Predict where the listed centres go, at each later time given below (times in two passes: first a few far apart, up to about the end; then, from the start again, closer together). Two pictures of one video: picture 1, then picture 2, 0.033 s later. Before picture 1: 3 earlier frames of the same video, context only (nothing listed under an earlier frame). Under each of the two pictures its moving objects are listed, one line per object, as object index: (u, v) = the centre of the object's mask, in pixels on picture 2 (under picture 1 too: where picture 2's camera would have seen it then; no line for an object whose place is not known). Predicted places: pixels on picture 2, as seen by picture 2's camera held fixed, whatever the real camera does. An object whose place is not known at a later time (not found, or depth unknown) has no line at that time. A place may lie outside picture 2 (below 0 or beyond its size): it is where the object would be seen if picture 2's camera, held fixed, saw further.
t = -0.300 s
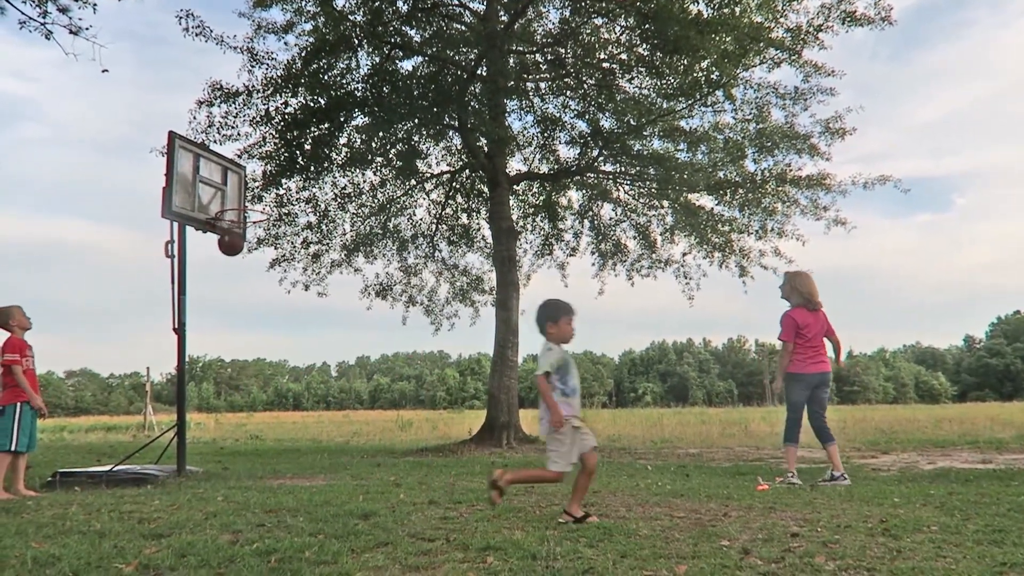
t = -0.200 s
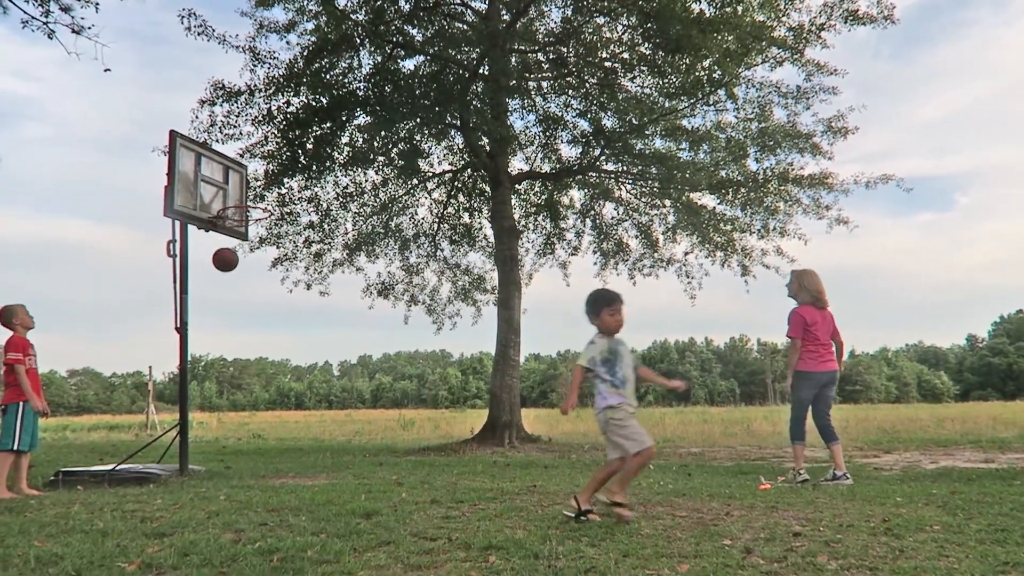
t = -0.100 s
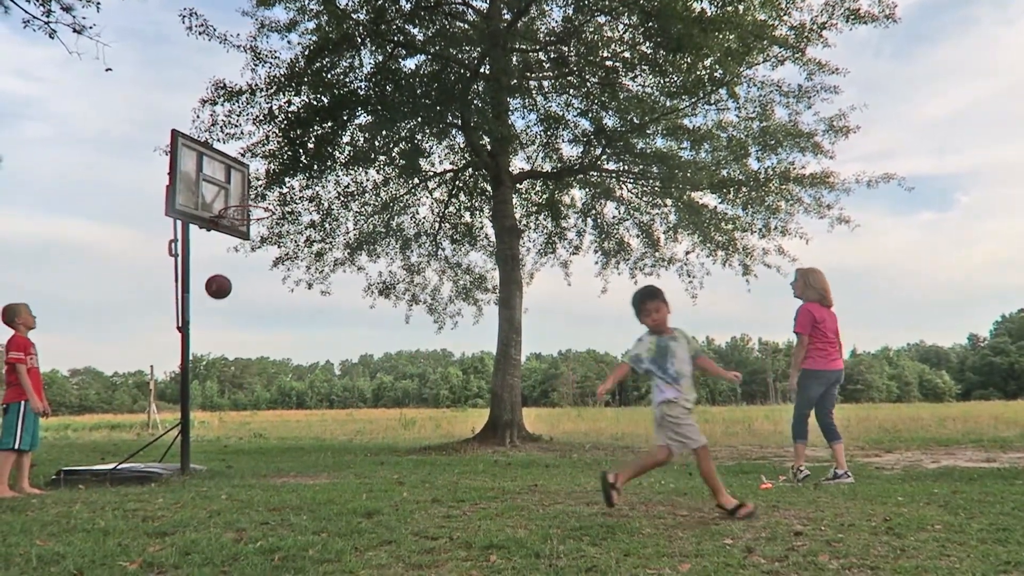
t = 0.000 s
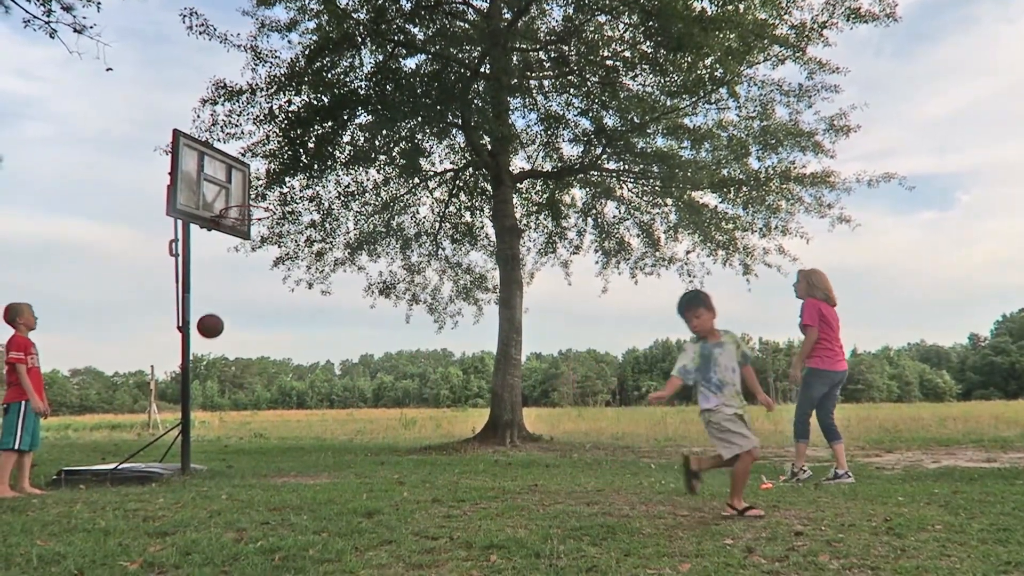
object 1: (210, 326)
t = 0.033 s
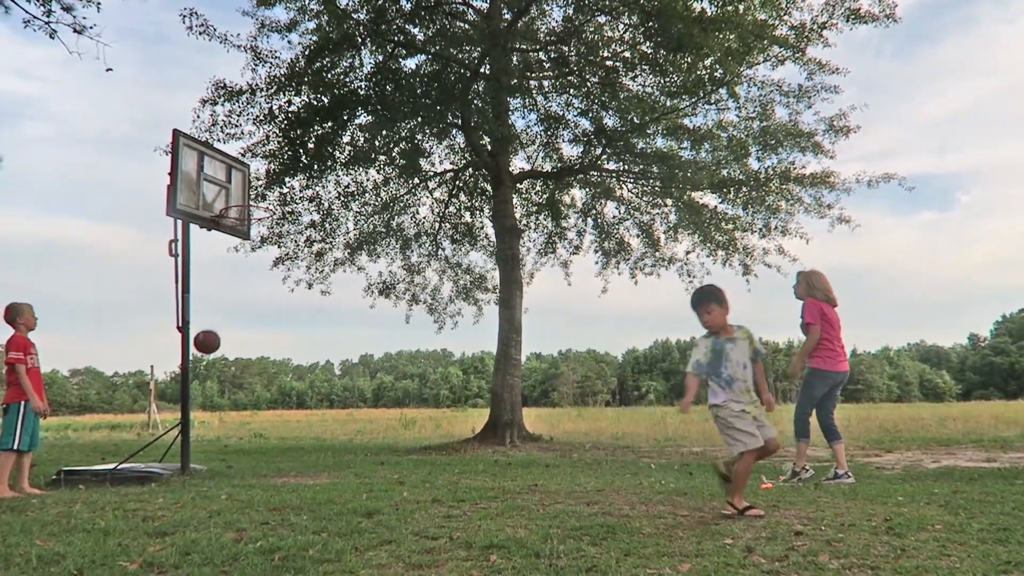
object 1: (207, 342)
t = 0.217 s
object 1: (188, 455)
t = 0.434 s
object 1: (211, 395)
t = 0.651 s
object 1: (239, 353)
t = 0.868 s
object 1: (267, 368)
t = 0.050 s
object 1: (205, 351)
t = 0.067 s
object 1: (204, 359)
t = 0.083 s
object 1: (202, 369)
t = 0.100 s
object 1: (201, 378)
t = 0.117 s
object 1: (199, 388)
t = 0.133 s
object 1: (197, 398)
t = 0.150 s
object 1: (196, 407)
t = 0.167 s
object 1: (196, 417)
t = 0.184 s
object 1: (194, 430)
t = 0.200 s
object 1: (190, 442)
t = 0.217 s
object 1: (188, 455)
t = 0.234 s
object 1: (187, 467)
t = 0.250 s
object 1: (187, 470)
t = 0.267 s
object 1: (189, 464)
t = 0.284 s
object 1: (191, 455)
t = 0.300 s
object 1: (193, 447)
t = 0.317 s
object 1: (195, 439)
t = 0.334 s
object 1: (198, 432)
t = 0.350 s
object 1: (200, 425)
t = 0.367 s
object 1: (202, 419)
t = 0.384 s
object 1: (205, 412)
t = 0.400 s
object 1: (206, 406)
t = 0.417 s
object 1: (209, 400)
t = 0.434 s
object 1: (211, 395)
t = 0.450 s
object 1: (214, 390)
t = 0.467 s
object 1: (216, 385)
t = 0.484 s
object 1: (218, 381)
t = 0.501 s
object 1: (220, 377)
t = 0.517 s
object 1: (222, 372)
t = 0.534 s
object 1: (224, 369)
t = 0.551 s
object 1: (226, 366)
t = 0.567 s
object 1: (228, 363)
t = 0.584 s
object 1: (230, 360)
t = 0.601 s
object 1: (232, 358)
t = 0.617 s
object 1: (235, 356)
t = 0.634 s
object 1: (237, 355)
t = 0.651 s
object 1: (239, 353)
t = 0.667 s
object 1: (241, 352)
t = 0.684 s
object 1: (243, 352)
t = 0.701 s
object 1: (245, 352)
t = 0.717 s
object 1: (247, 352)
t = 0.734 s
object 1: (250, 352)
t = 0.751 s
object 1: (252, 353)
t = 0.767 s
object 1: (254, 354)
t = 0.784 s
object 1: (256, 355)
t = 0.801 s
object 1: (258, 357)
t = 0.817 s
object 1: (260, 359)
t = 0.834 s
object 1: (263, 362)
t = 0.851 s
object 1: (265, 365)
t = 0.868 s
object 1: (267, 368)
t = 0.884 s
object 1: (269, 371)
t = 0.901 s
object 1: (271, 375)
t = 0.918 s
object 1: (274, 380)
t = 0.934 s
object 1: (276, 385)
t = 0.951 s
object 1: (278, 390)
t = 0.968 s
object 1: (281, 396)
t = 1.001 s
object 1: (285, 406)
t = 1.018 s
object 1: (287, 413)
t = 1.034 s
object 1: (290, 421)
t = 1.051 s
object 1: (289, 431)
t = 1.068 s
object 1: (290, 439)
